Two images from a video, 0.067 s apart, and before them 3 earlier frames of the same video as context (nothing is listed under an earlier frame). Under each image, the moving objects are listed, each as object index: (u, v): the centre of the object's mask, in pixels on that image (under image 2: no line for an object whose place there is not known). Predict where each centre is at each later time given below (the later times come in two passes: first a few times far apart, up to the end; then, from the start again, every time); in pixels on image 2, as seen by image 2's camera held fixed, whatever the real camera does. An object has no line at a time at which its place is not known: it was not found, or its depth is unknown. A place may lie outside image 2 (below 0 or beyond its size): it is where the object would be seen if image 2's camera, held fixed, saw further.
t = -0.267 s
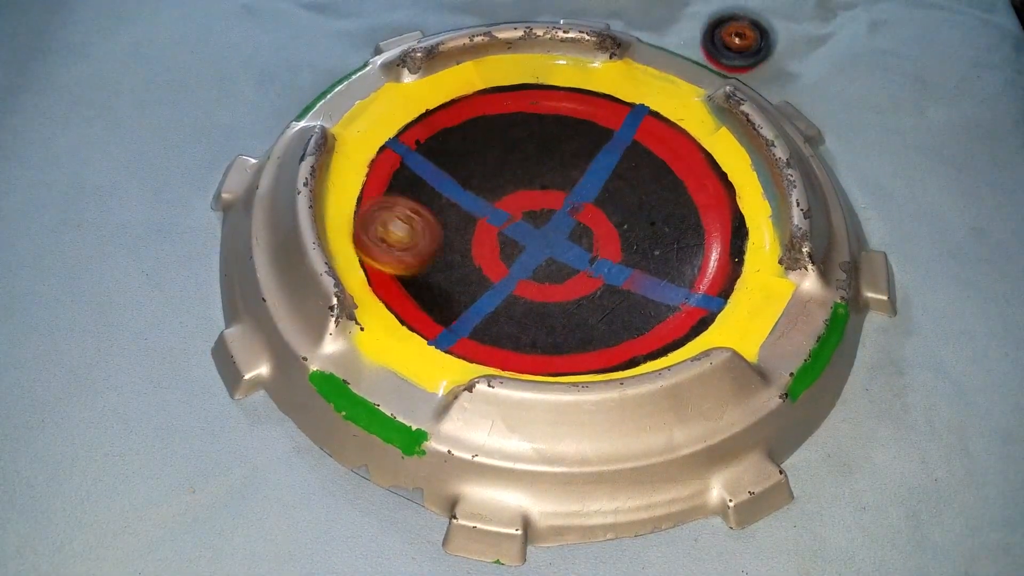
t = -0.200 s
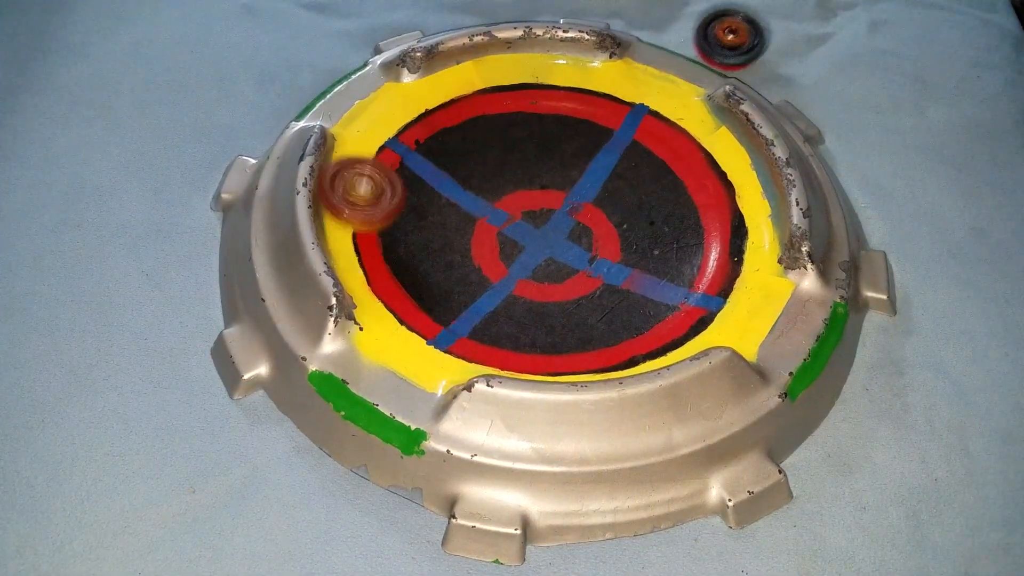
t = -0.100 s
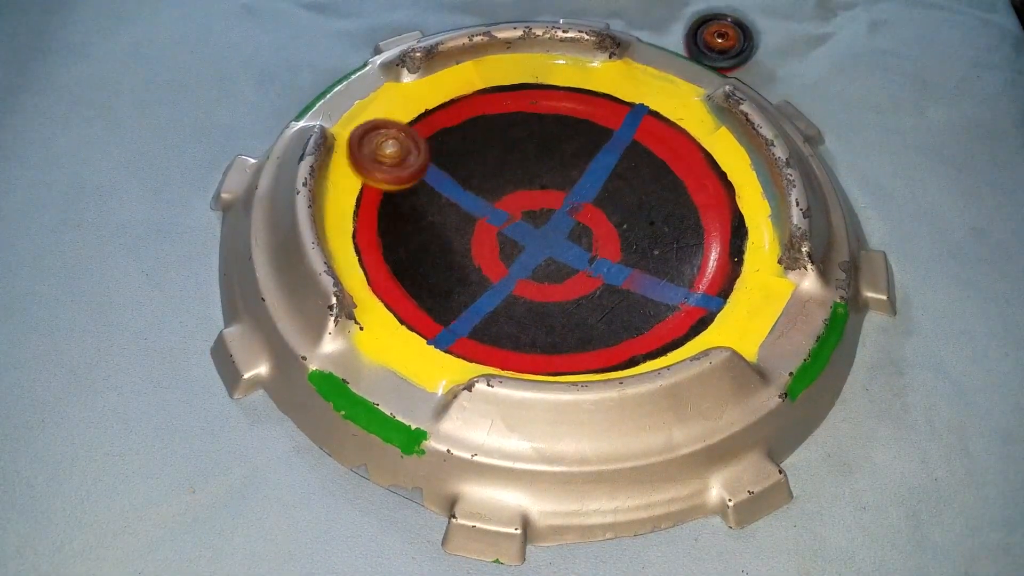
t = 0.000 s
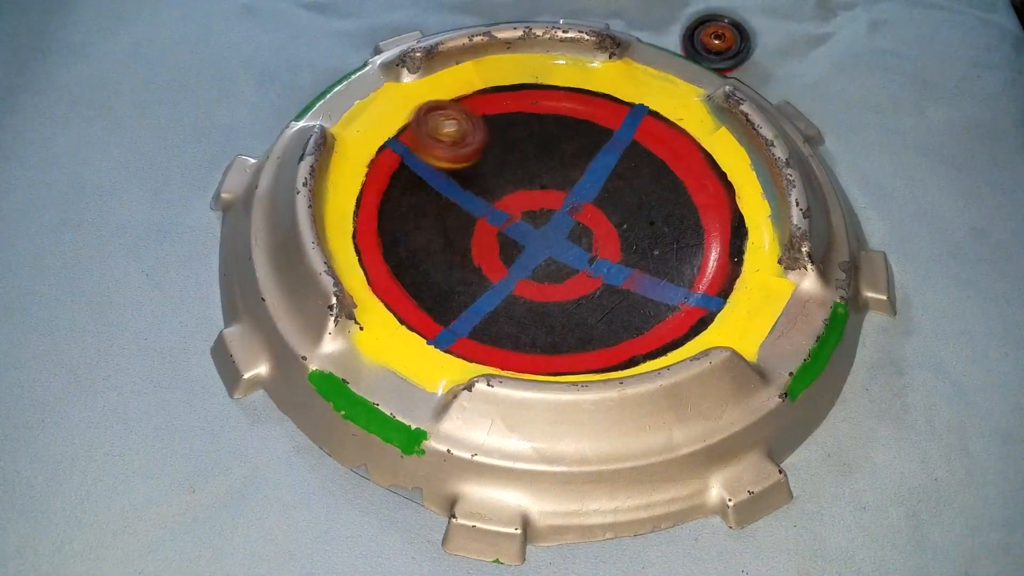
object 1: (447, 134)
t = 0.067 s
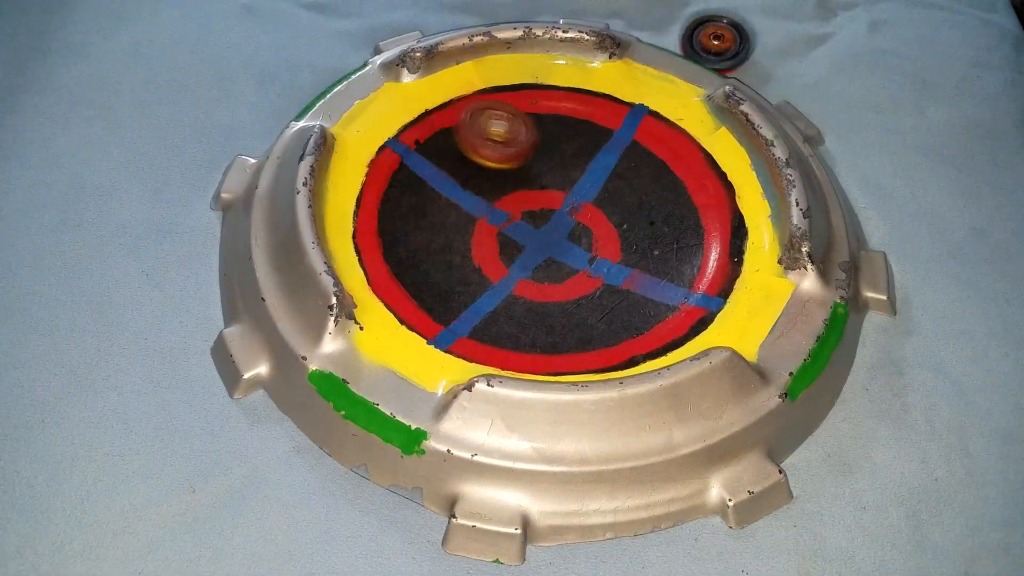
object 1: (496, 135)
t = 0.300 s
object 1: (637, 268)
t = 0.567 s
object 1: (483, 284)
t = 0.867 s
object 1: (590, 163)
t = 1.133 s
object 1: (713, 234)
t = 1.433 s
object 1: (564, 242)
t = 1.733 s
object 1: (548, 158)
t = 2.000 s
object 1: (573, 150)
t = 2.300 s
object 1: (580, 158)
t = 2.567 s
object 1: (565, 181)
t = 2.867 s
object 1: (553, 198)
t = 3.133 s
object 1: (546, 210)
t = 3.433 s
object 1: (545, 218)
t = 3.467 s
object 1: (545, 218)
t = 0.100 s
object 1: (523, 143)
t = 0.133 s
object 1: (551, 155)
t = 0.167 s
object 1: (579, 175)
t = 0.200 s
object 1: (602, 198)
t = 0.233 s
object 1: (619, 223)
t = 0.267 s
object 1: (632, 245)
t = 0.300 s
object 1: (637, 268)
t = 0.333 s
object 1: (633, 291)
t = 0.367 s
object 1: (619, 312)
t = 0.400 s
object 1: (593, 326)
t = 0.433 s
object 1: (560, 336)
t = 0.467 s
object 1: (534, 335)
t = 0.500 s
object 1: (514, 318)
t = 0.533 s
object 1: (495, 303)
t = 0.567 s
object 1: (483, 284)
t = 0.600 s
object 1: (478, 265)
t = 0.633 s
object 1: (477, 249)
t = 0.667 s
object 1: (481, 233)
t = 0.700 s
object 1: (490, 218)
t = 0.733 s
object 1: (502, 203)
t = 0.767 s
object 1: (520, 190)
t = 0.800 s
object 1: (541, 178)
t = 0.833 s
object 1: (565, 168)
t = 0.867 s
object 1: (590, 163)
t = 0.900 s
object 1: (615, 161)
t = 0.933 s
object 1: (642, 162)
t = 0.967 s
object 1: (669, 165)
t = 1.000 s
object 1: (695, 173)
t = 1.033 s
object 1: (716, 187)
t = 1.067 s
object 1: (735, 204)
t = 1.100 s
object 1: (732, 217)
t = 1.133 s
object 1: (713, 234)
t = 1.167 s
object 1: (697, 247)
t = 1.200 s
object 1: (674, 258)
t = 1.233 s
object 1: (654, 265)
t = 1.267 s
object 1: (633, 268)
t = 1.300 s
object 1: (616, 268)
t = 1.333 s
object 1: (599, 264)
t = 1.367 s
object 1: (586, 259)
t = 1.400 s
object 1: (574, 251)
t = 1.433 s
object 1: (564, 242)
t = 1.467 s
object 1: (555, 234)
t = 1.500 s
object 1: (547, 223)
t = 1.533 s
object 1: (539, 211)
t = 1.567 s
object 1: (535, 201)
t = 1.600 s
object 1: (534, 190)
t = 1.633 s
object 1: (534, 181)
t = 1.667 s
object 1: (537, 171)
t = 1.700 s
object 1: (542, 164)
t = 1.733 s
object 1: (548, 158)
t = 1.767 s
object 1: (552, 155)
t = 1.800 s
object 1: (556, 152)
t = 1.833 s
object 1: (559, 149)
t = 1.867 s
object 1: (563, 148)
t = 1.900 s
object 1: (566, 148)
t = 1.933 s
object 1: (569, 149)
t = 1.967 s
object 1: (571, 149)
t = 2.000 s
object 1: (573, 150)
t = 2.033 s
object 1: (575, 150)
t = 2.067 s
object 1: (576, 150)
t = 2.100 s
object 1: (577, 151)
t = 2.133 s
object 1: (578, 152)
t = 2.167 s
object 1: (578, 153)
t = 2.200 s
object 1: (579, 154)
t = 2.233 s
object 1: (579, 155)
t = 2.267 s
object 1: (580, 157)
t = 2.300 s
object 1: (580, 158)
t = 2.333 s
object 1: (580, 161)
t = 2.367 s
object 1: (579, 164)
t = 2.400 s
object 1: (577, 166)
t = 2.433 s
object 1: (576, 170)
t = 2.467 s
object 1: (574, 172)
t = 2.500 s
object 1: (571, 175)
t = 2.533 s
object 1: (569, 178)
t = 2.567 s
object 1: (565, 181)
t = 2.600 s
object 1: (562, 184)
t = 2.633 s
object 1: (558, 185)
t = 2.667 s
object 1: (556, 187)
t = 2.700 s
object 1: (555, 189)
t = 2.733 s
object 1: (553, 191)
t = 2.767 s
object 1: (552, 192)
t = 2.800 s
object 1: (552, 195)
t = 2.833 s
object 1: (553, 197)
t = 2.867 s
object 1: (553, 198)
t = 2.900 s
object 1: (552, 199)
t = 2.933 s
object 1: (551, 201)
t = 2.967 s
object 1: (550, 203)
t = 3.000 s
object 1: (549, 204)
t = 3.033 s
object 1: (548, 206)
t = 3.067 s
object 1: (547, 208)
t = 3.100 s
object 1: (546, 209)
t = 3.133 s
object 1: (546, 210)
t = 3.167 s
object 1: (546, 211)
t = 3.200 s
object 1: (545, 213)
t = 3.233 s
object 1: (545, 214)
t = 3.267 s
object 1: (545, 216)
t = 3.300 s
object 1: (545, 218)
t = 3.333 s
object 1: (544, 219)
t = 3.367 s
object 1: (544, 219)
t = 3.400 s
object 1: (544, 219)
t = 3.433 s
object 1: (545, 218)
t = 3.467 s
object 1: (545, 218)
